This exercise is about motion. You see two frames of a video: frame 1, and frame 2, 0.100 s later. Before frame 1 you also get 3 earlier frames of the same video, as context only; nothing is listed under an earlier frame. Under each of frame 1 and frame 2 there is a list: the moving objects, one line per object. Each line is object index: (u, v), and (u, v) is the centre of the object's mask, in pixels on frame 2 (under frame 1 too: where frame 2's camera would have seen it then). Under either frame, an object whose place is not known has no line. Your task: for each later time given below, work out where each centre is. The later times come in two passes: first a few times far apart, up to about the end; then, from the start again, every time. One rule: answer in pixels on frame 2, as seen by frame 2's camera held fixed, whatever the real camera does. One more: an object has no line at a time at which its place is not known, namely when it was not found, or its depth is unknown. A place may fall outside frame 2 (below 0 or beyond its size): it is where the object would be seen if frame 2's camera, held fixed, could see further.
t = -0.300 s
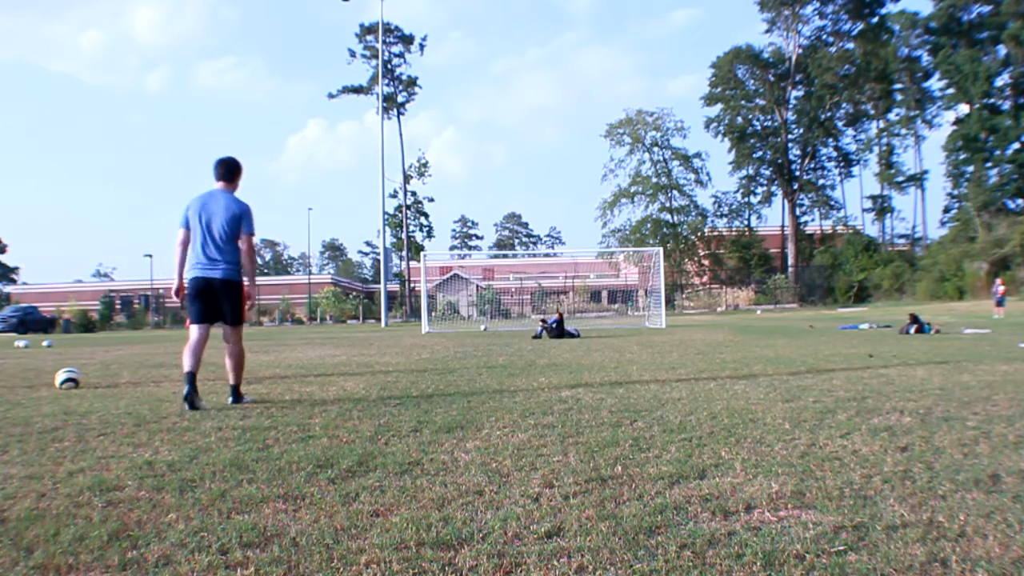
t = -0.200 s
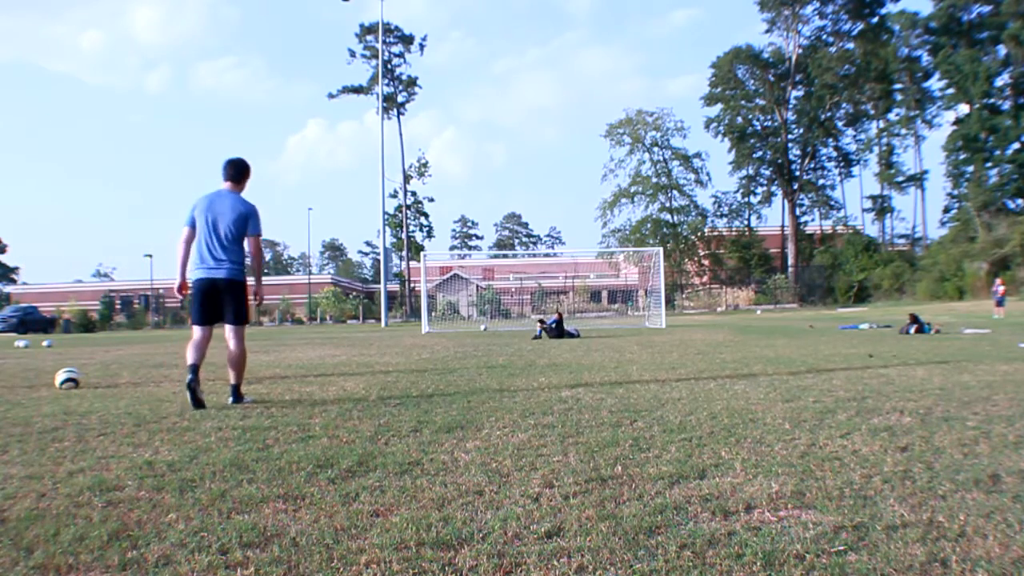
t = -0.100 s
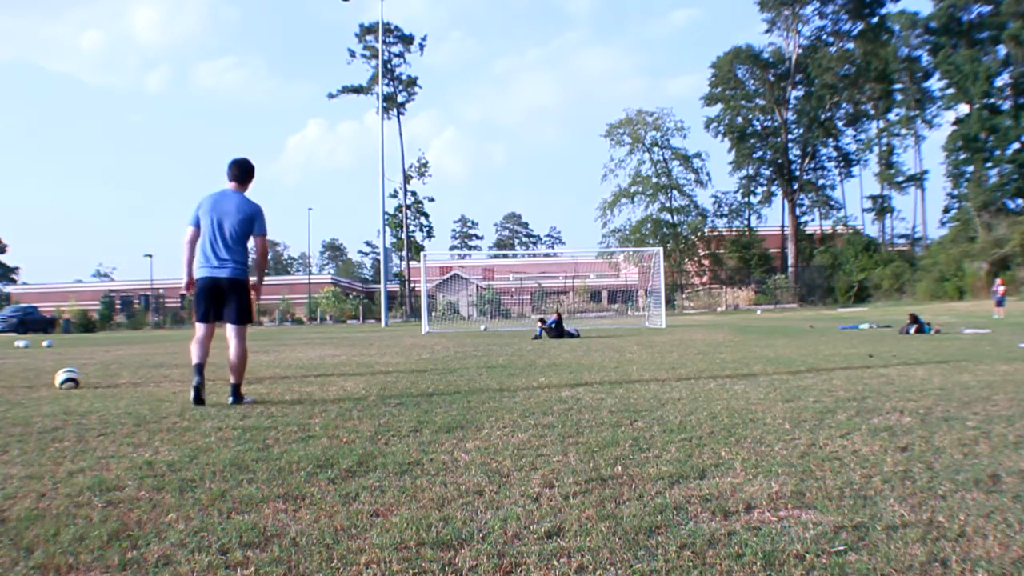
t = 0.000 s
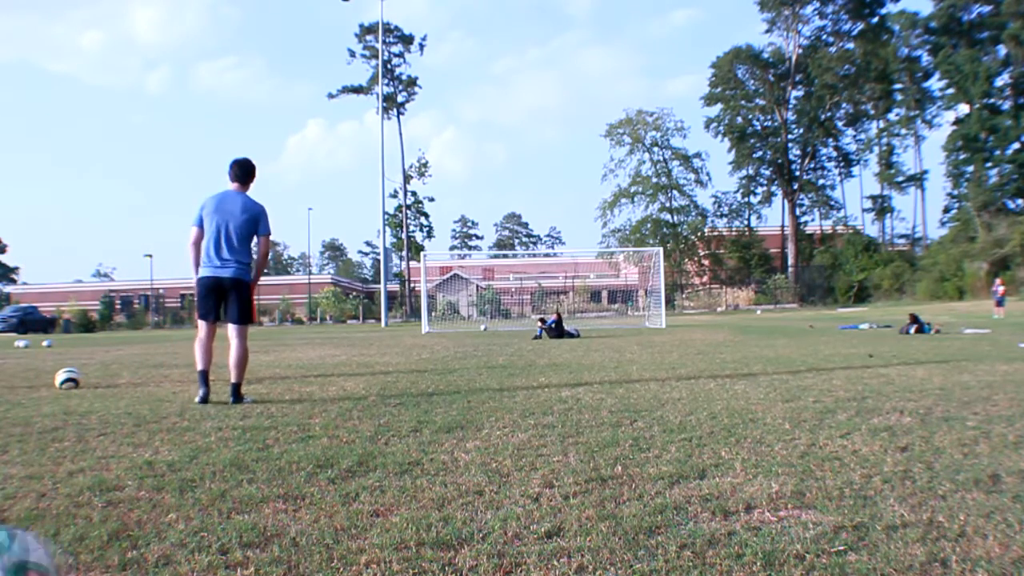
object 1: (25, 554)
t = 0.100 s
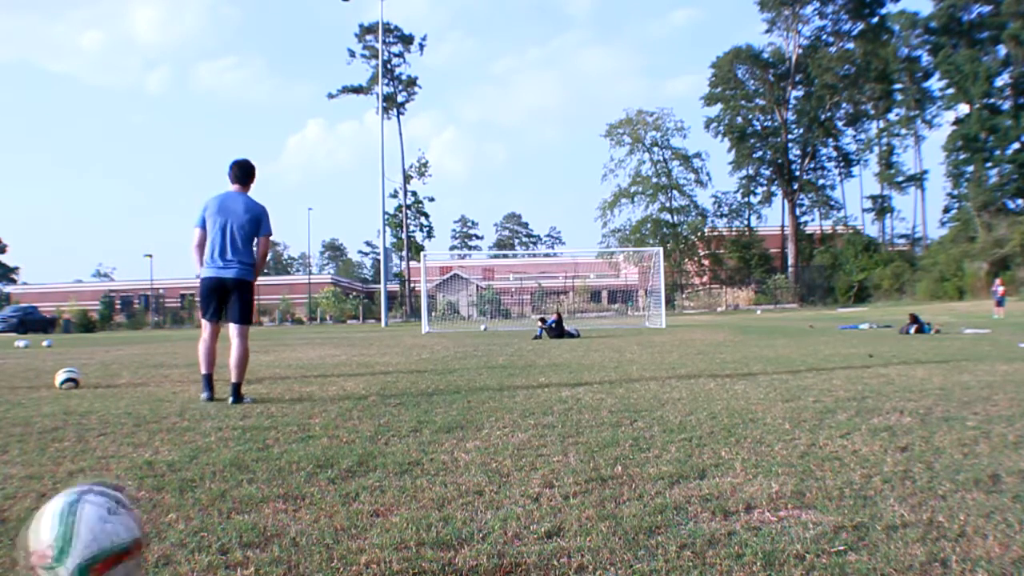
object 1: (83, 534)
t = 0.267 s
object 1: (184, 511)
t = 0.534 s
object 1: (274, 497)
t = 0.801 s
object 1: (323, 481)
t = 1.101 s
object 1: (358, 468)
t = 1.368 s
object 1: (377, 461)
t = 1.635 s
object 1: (396, 458)
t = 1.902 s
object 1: (403, 457)
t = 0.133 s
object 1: (105, 524)
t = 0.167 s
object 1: (126, 513)
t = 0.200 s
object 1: (148, 508)
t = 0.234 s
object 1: (166, 507)
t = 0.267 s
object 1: (184, 511)
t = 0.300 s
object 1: (201, 518)
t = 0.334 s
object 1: (216, 517)
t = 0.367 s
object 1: (227, 510)
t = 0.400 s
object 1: (237, 505)
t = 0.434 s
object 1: (246, 503)
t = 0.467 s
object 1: (255, 503)
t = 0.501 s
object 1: (266, 500)
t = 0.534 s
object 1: (274, 497)
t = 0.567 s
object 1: (281, 495)
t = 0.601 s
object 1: (290, 491)
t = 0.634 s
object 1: (295, 488)
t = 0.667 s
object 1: (303, 489)
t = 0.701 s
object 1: (307, 487)
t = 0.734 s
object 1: (313, 483)
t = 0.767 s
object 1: (319, 483)
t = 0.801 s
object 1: (323, 481)
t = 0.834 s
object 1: (328, 479)
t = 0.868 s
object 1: (332, 476)
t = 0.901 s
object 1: (336, 475)
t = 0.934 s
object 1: (340, 473)
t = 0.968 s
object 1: (343, 472)
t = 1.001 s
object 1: (348, 472)
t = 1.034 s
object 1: (351, 471)
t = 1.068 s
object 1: (355, 470)
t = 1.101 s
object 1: (358, 468)
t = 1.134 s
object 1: (361, 467)
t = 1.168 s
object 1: (363, 466)
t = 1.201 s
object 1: (365, 465)
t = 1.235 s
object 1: (367, 464)
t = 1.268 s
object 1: (370, 463)
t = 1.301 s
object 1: (373, 463)
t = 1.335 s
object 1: (376, 462)
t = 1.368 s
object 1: (377, 461)
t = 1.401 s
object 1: (380, 461)
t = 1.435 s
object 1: (383, 460)
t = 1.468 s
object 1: (385, 460)
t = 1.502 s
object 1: (387, 460)
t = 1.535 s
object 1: (390, 459)
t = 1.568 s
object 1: (392, 458)
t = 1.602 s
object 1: (394, 458)
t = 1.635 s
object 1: (396, 458)
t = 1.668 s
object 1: (398, 458)
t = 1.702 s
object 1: (399, 458)
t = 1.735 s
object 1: (401, 457)
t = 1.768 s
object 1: (402, 457)
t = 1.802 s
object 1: (402, 457)
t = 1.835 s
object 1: (403, 457)
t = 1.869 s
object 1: (403, 457)
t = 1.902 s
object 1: (403, 457)
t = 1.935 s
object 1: (403, 457)
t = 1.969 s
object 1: (403, 457)
